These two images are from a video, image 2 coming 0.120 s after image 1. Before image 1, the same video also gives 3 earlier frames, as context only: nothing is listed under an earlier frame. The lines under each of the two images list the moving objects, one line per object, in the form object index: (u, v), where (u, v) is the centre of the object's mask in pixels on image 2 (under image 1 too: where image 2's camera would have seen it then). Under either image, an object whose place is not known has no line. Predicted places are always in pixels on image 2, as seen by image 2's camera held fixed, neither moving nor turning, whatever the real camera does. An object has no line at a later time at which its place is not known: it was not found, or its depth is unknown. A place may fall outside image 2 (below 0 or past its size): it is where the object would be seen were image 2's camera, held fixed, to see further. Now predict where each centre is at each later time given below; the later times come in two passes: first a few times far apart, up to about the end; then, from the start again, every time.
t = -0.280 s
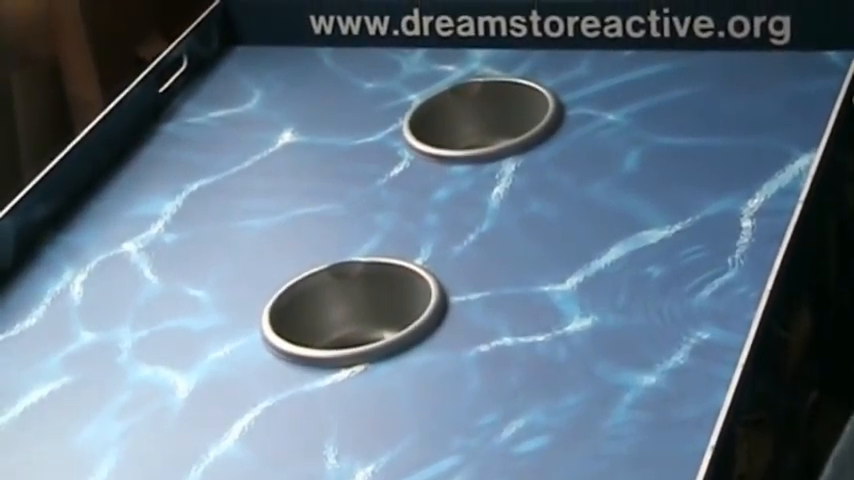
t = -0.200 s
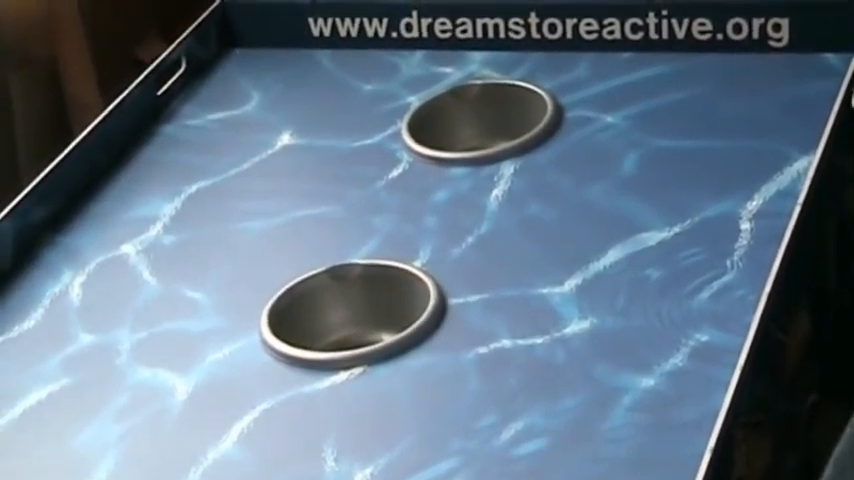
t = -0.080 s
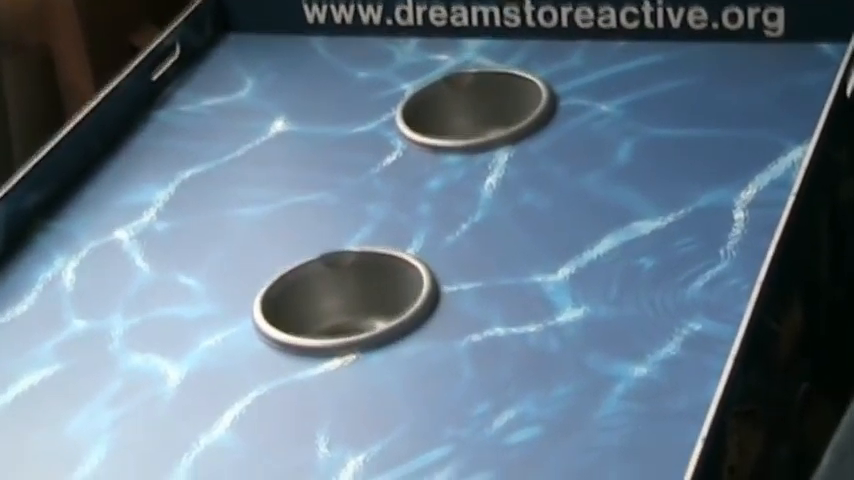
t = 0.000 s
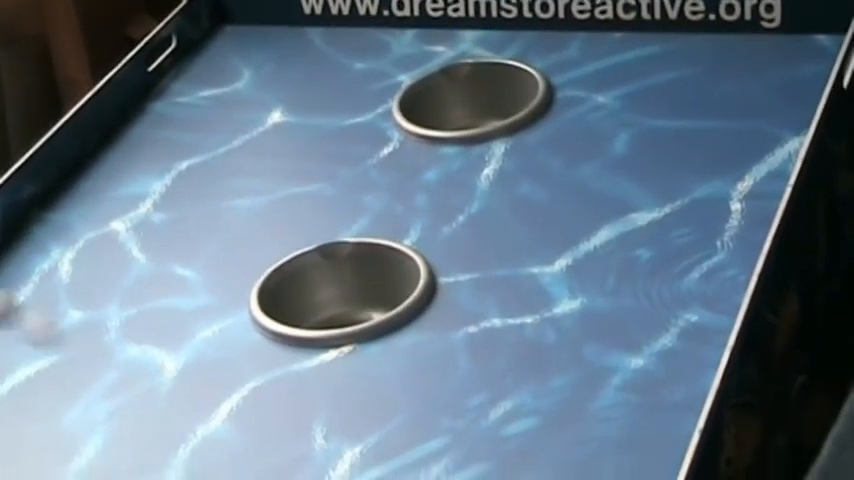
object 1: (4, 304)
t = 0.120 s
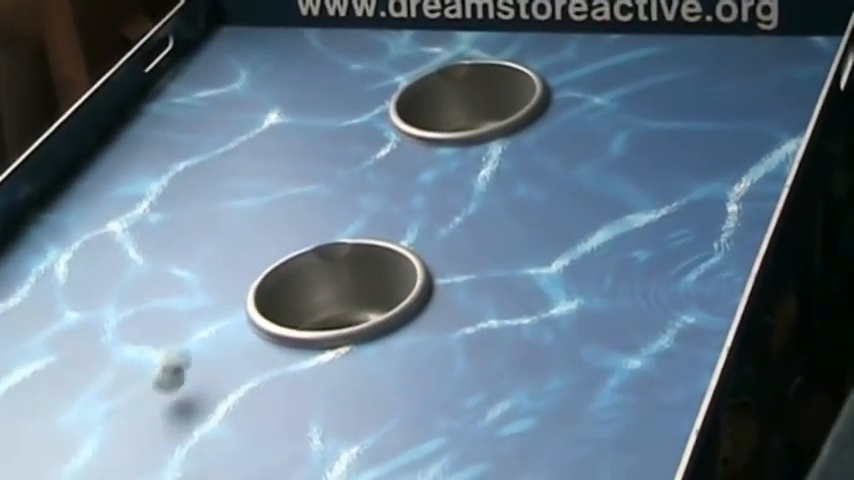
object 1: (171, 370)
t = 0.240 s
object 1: (211, 307)
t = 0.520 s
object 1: (224, 282)
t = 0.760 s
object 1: (213, 288)
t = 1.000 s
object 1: (203, 299)
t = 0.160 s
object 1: (181, 341)
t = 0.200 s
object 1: (196, 319)
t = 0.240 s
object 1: (211, 307)
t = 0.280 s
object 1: (222, 303)
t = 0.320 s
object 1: (232, 300)
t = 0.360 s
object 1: (230, 292)
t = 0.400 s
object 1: (229, 288)
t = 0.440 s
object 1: (228, 284)
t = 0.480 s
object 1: (226, 282)
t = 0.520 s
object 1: (224, 282)
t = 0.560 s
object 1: (222, 282)
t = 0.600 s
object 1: (219, 283)
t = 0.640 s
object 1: (218, 284)
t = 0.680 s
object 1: (216, 286)
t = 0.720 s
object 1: (214, 287)
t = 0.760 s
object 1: (213, 288)
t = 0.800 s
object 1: (211, 289)
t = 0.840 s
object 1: (210, 291)
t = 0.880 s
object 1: (208, 292)
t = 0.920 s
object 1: (207, 295)
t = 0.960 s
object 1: (205, 297)
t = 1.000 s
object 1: (203, 299)
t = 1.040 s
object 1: (200, 302)
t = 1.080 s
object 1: (198, 304)
